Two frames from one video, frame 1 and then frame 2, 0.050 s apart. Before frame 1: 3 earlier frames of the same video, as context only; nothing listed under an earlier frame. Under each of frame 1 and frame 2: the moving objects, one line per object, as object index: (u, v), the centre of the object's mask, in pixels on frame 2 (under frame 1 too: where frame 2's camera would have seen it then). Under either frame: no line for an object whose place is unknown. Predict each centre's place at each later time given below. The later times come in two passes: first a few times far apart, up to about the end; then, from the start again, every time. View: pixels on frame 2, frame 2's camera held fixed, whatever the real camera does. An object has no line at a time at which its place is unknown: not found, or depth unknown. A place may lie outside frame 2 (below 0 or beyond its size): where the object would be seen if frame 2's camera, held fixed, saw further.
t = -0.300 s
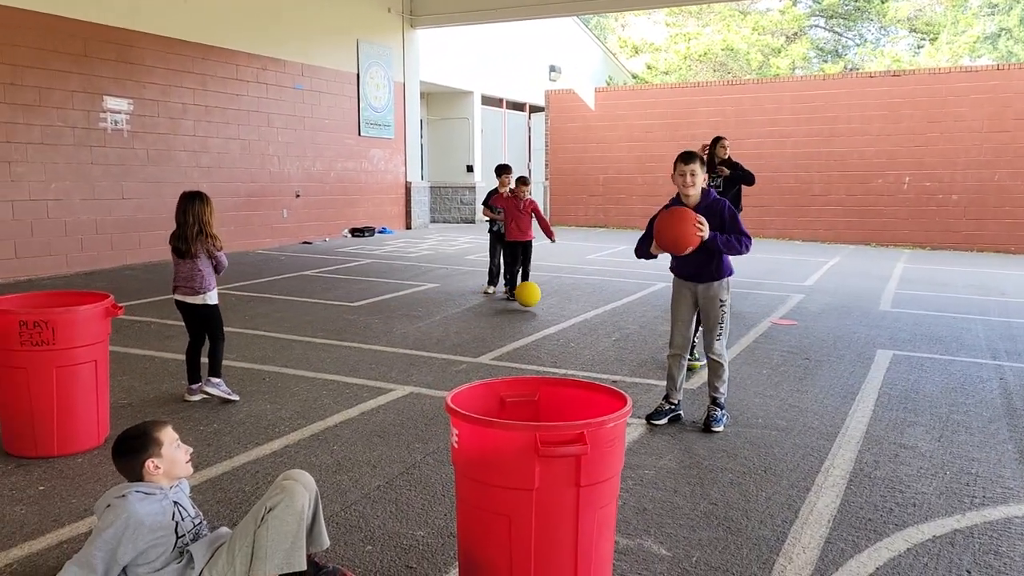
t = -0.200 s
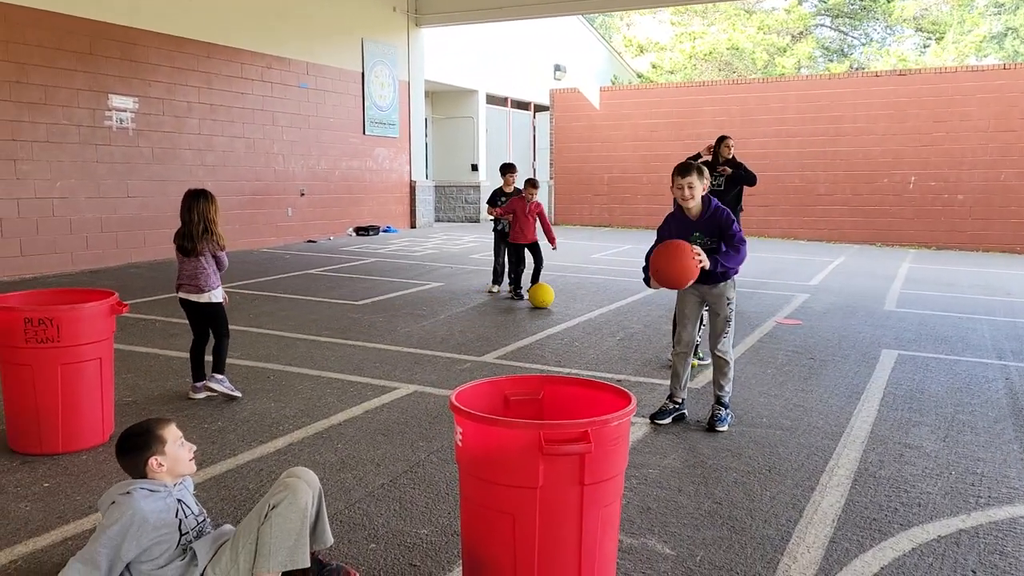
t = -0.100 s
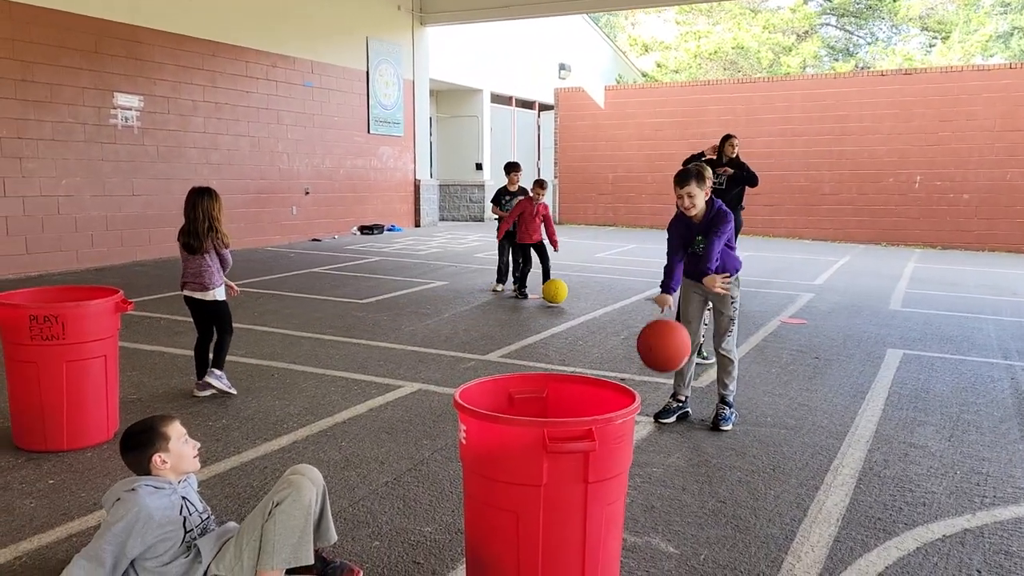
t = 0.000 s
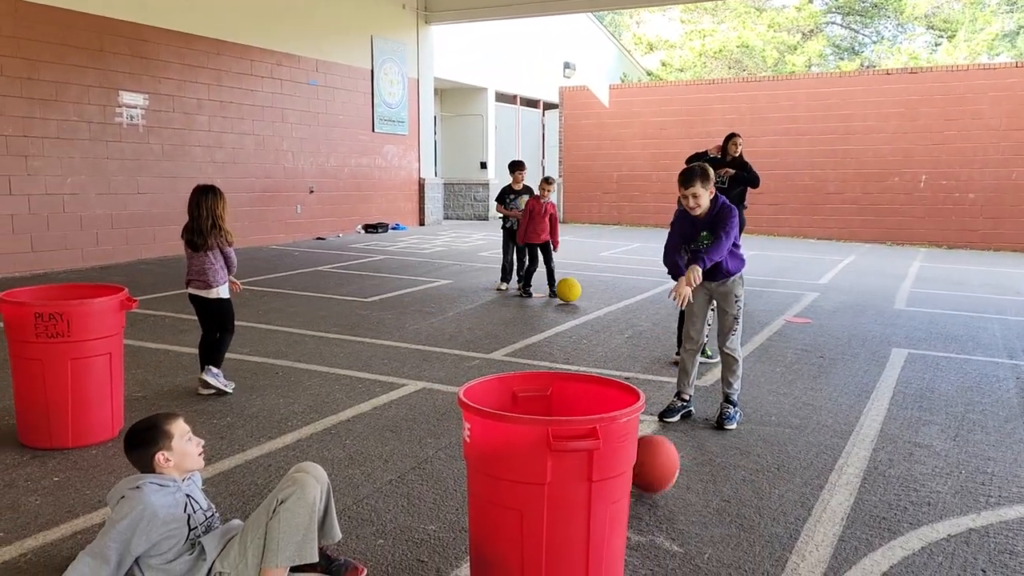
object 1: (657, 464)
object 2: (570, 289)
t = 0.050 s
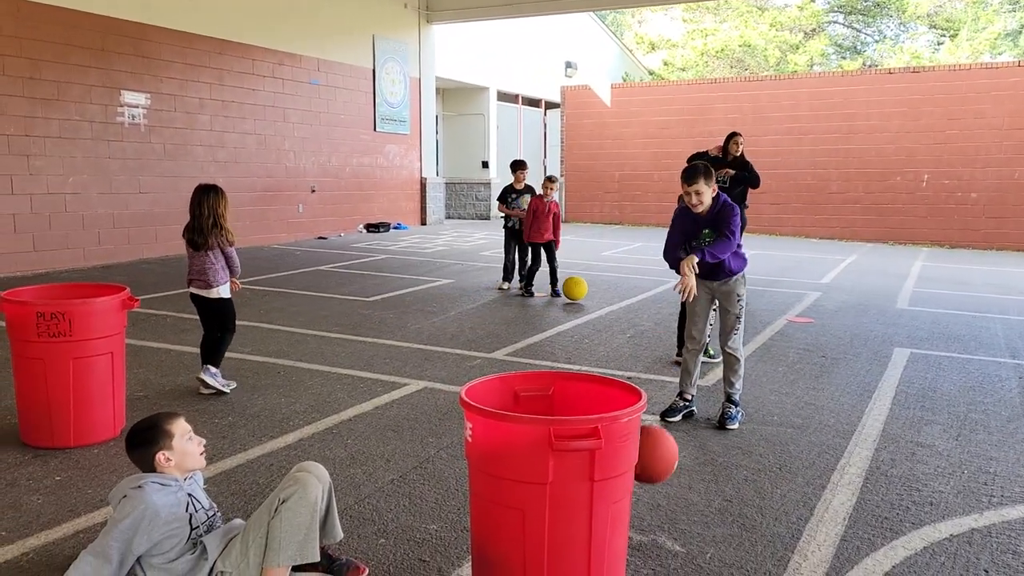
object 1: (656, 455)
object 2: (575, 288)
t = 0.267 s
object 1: (634, 330)
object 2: (596, 289)
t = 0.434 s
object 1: (618, 302)
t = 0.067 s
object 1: (656, 442)
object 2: (576, 289)
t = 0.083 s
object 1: (657, 431)
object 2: (578, 289)
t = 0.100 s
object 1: (657, 420)
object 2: (579, 290)
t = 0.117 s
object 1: (656, 406)
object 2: (581, 290)
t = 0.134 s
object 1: (653, 392)
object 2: (582, 289)
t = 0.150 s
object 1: (649, 381)
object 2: (584, 289)
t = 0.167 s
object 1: (645, 371)
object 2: (586, 288)
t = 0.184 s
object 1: (642, 364)
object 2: (587, 288)
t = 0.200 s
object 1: (640, 357)
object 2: (589, 288)
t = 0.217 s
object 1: (638, 351)
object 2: (590, 289)
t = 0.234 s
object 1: (637, 343)
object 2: (592, 289)
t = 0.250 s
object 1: (635, 336)
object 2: (594, 289)
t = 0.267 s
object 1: (634, 330)
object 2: (596, 289)
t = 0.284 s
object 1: (633, 324)
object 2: (597, 288)
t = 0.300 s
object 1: (631, 318)
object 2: (599, 288)
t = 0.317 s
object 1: (630, 314)
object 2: (598, 286)
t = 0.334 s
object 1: (628, 310)
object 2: (598, 285)
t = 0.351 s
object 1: (627, 307)
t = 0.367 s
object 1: (625, 304)
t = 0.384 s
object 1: (623, 302)
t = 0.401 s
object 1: (622, 301)
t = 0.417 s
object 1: (619, 301)
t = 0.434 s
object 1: (618, 302)
